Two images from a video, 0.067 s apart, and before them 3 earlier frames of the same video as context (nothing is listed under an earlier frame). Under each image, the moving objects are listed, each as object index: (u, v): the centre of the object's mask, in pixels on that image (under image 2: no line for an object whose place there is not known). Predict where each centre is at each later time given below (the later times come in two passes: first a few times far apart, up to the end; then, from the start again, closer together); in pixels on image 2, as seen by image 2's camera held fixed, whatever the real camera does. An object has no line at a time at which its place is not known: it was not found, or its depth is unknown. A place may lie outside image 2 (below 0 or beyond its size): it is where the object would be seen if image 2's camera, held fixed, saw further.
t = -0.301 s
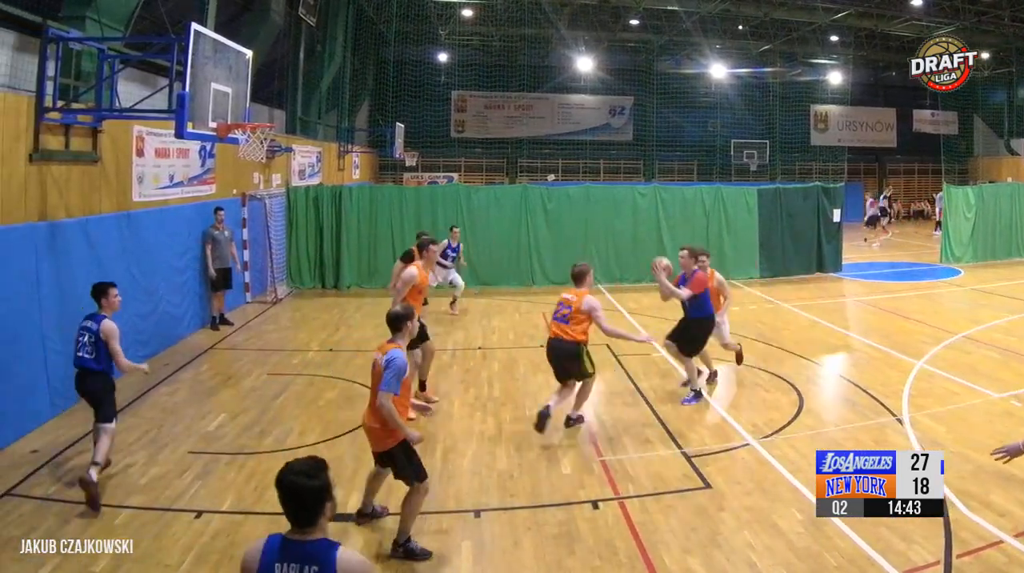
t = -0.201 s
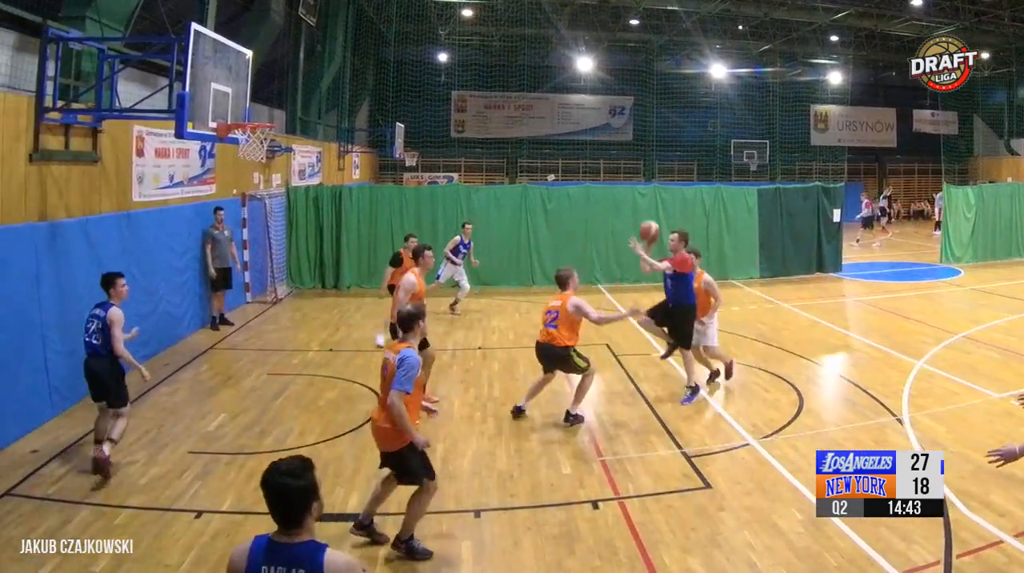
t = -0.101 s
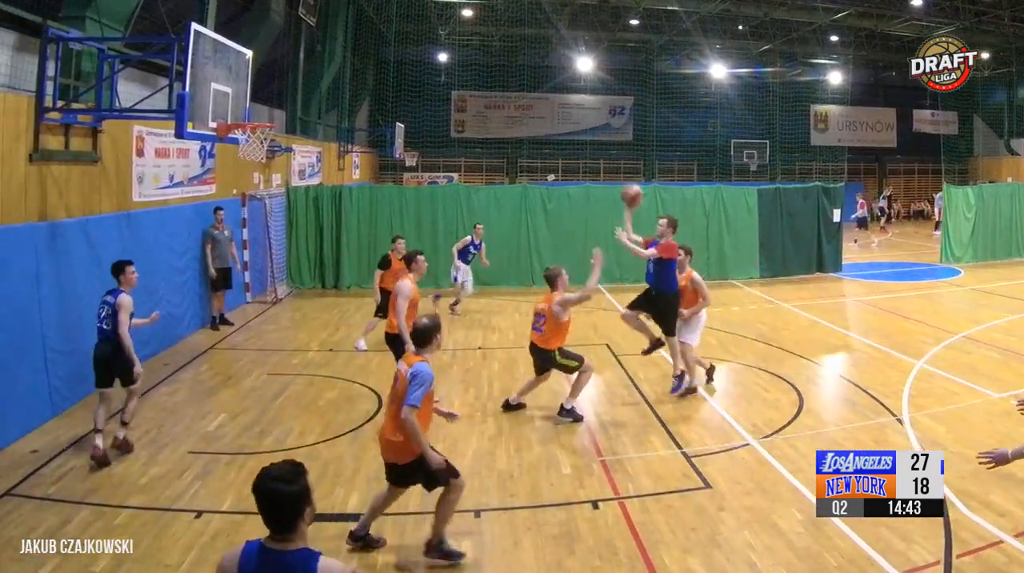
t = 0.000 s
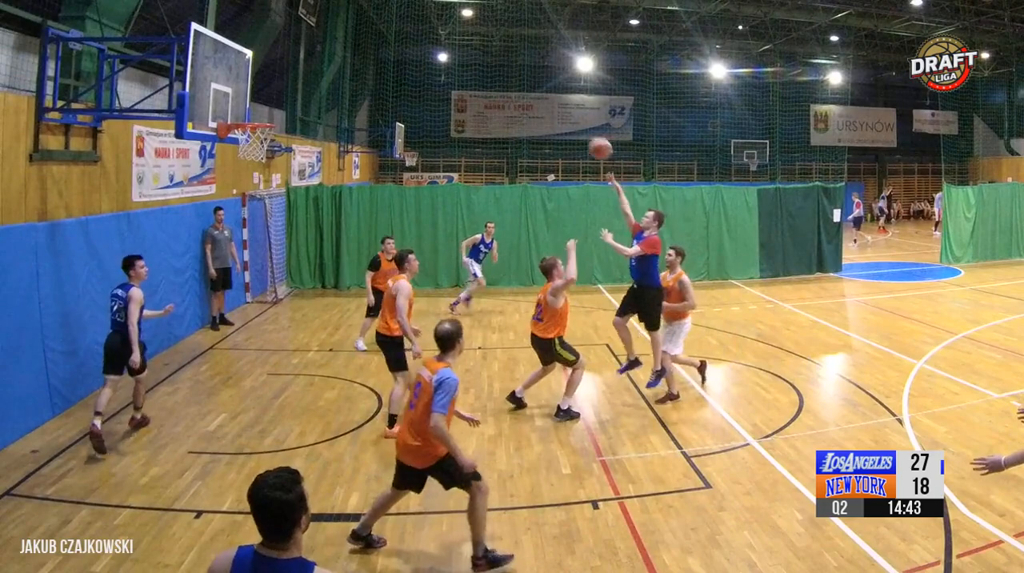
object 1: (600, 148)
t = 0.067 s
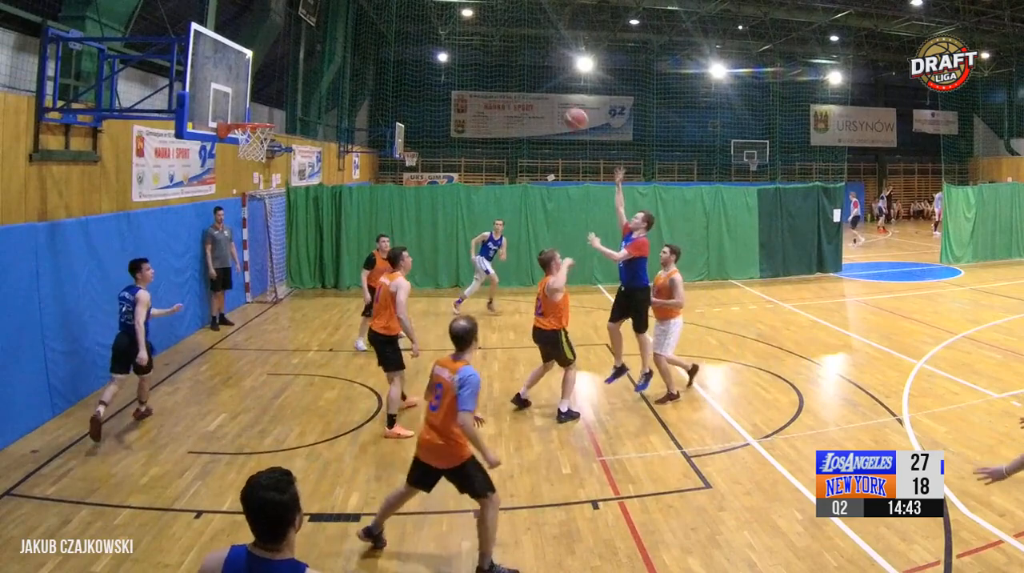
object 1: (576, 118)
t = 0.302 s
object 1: (495, 49)
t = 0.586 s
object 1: (394, 31)
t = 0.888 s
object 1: (288, 92)
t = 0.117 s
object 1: (559, 99)
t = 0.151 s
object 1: (548, 87)
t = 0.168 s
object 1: (541, 83)
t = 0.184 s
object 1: (535, 78)
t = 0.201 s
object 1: (529, 74)
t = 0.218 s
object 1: (524, 68)
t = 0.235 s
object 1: (518, 65)
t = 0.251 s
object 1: (512, 61)
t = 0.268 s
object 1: (506, 57)
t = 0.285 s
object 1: (500, 53)
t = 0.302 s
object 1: (495, 49)
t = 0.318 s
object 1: (488, 47)
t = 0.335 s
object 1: (483, 44)
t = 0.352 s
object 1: (477, 41)
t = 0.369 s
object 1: (471, 39)
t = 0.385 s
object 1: (465, 38)
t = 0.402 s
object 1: (459, 36)
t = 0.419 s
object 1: (453, 34)
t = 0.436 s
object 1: (447, 33)
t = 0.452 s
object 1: (441, 31)
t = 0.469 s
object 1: (435, 30)
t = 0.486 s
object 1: (430, 29)
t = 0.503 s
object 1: (424, 29)
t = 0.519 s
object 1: (418, 30)
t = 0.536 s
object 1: (412, 29)
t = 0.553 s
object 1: (407, 29)
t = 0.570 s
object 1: (401, 30)
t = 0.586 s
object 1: (394, 31)
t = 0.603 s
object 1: (389, 33)
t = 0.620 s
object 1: (383, 34)
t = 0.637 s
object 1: (377, 36)
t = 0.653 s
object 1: (370, 38)
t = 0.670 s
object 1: (364, 40)
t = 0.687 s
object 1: (359, 42)
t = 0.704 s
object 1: (353, 45)
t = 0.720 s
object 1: (347, 48)
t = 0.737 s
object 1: (341, 51)
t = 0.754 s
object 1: (335, 55)
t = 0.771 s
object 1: (329, 59)
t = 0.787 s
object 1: (323, 63)
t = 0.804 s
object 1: (318, 67)
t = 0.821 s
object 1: (312, 71)
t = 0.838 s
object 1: (305, 76)
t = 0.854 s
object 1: (300, 81)
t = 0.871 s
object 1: (294, 86)
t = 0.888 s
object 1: (288, 92)
